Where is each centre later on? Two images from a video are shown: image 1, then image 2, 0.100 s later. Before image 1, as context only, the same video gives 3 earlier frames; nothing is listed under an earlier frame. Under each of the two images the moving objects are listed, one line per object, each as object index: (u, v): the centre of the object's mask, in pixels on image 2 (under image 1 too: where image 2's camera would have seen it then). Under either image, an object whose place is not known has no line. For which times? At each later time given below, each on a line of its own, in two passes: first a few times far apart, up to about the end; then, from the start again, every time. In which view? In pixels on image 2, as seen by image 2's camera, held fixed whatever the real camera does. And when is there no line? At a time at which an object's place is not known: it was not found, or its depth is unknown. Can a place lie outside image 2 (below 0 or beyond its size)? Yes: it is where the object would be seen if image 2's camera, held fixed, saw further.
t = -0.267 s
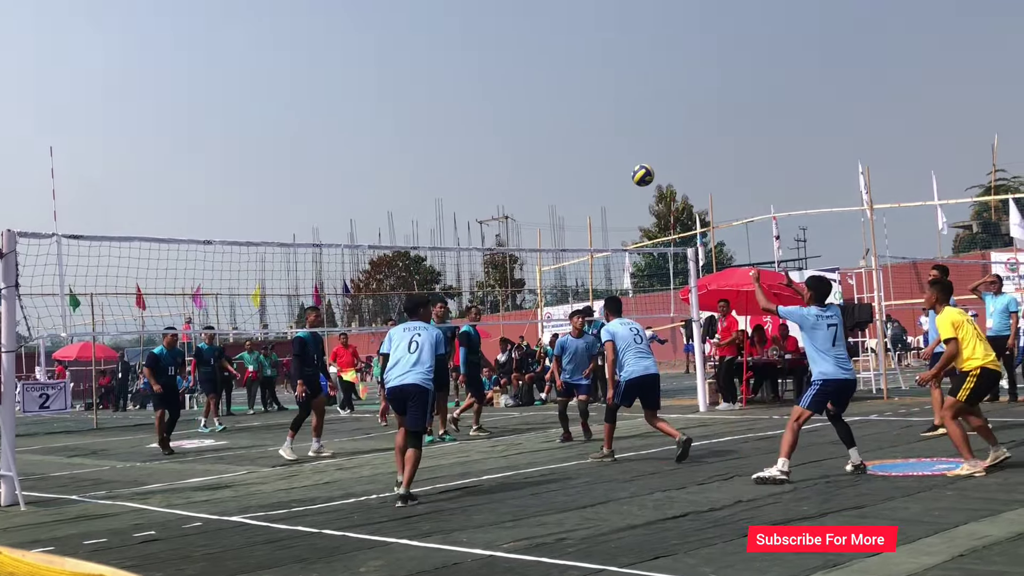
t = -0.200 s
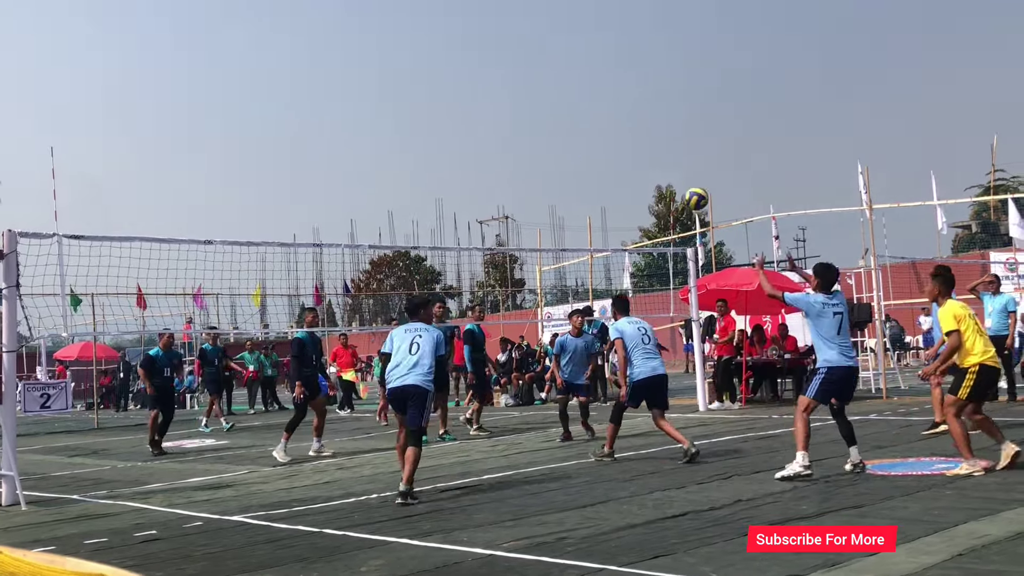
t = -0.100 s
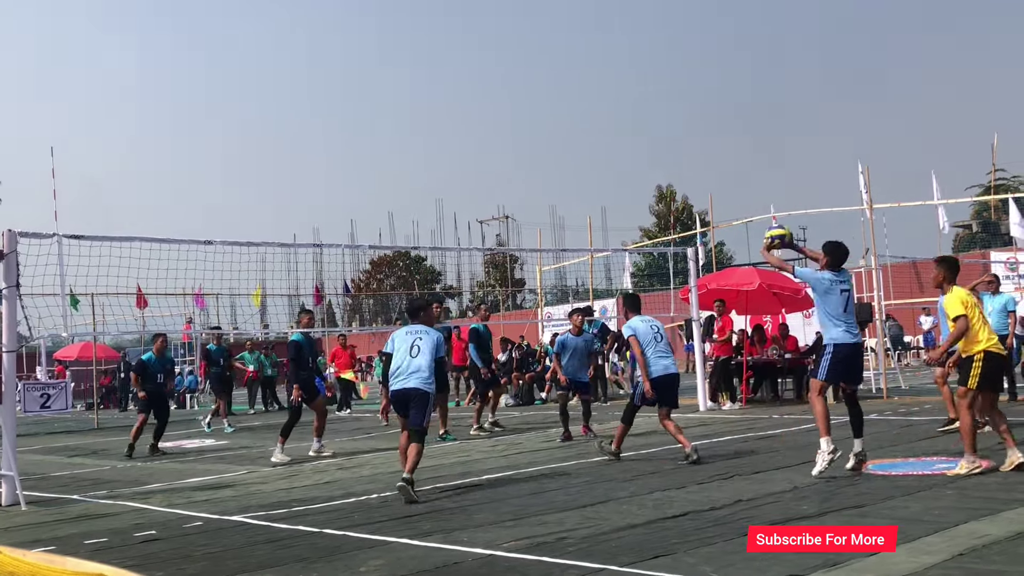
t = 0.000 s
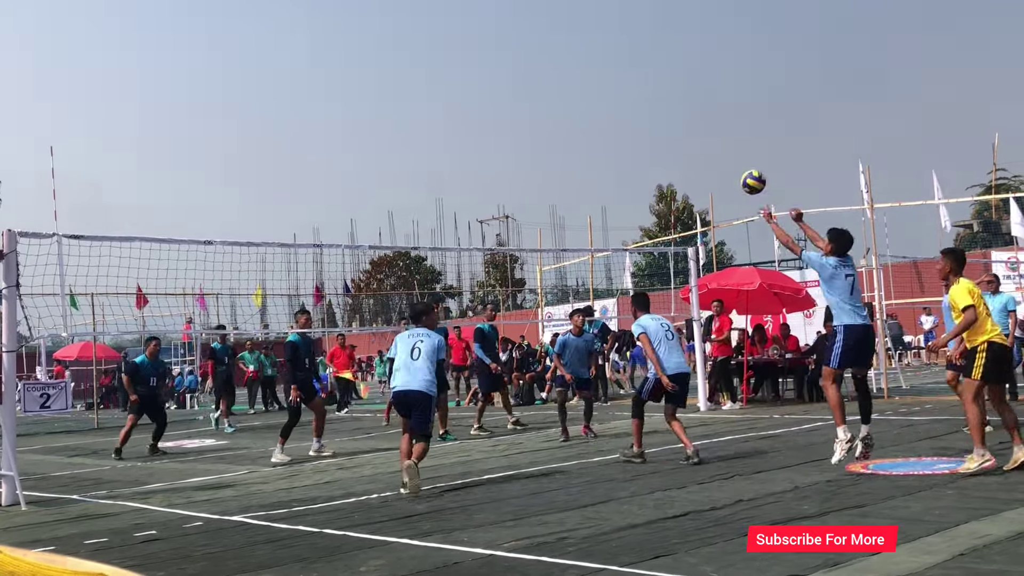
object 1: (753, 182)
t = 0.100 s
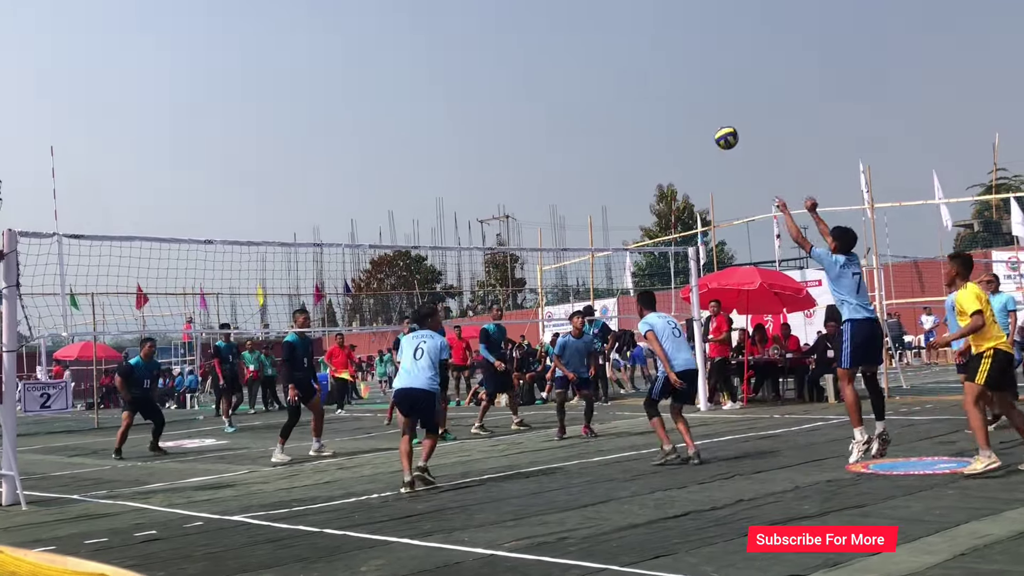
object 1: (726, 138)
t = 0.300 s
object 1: (680, 90)
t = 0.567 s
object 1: (629, 94)
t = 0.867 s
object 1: (587, 172)
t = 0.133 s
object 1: (718, 126)
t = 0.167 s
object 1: (710, 116)
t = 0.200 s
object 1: (702, 107)
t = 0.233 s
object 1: (694, 100)
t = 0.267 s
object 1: (687, 94)
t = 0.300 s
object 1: (680, 90)
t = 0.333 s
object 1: (673, 86)
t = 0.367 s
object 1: (666, 84)
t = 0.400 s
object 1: (659, 83)
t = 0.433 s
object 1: (653, 83)
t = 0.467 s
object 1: (647, 85)
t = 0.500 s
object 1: (640, 87)
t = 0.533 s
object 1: (635, 90)
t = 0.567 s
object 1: (629, 94)
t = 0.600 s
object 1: (624, 100)
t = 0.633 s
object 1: (619, 105)
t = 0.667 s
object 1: (613, 112)
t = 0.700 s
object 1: (609, 120)
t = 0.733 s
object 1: (604, 129)
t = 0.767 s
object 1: (599, 139)
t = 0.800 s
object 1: (595, 149)
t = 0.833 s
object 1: (591, 160)
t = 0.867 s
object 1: (587, 172)
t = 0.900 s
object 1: (583, 185)
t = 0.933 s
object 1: (579, 198)
